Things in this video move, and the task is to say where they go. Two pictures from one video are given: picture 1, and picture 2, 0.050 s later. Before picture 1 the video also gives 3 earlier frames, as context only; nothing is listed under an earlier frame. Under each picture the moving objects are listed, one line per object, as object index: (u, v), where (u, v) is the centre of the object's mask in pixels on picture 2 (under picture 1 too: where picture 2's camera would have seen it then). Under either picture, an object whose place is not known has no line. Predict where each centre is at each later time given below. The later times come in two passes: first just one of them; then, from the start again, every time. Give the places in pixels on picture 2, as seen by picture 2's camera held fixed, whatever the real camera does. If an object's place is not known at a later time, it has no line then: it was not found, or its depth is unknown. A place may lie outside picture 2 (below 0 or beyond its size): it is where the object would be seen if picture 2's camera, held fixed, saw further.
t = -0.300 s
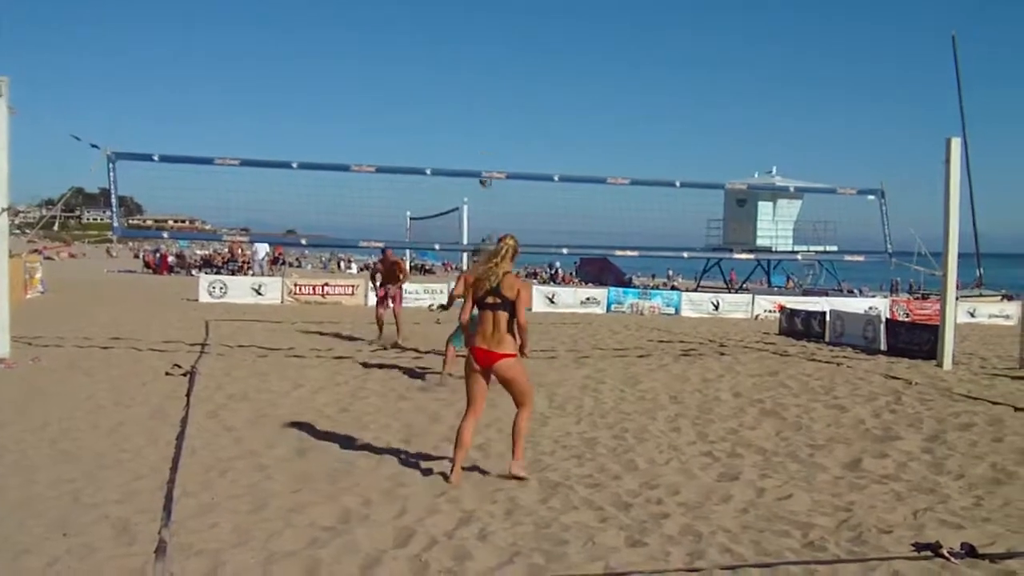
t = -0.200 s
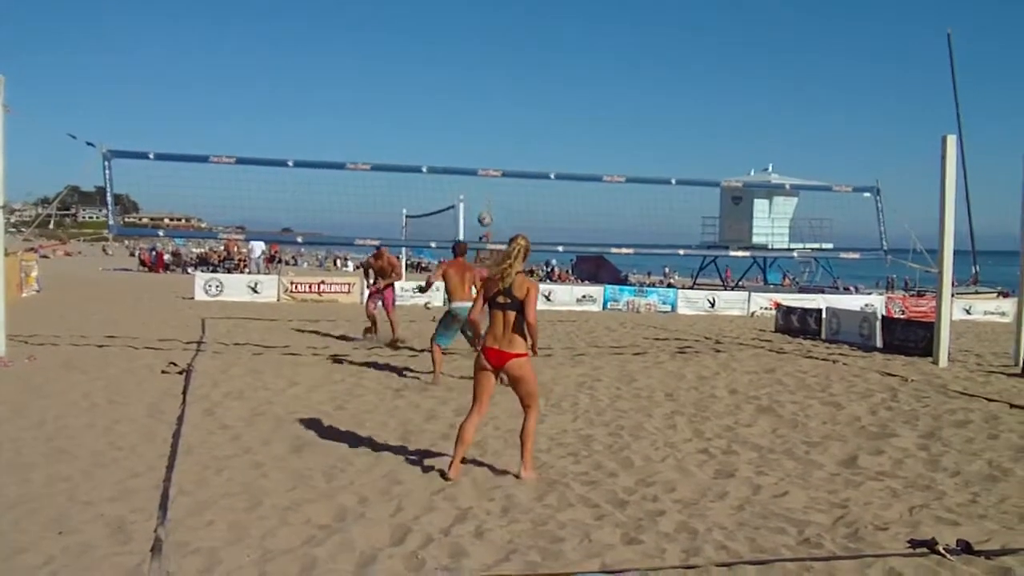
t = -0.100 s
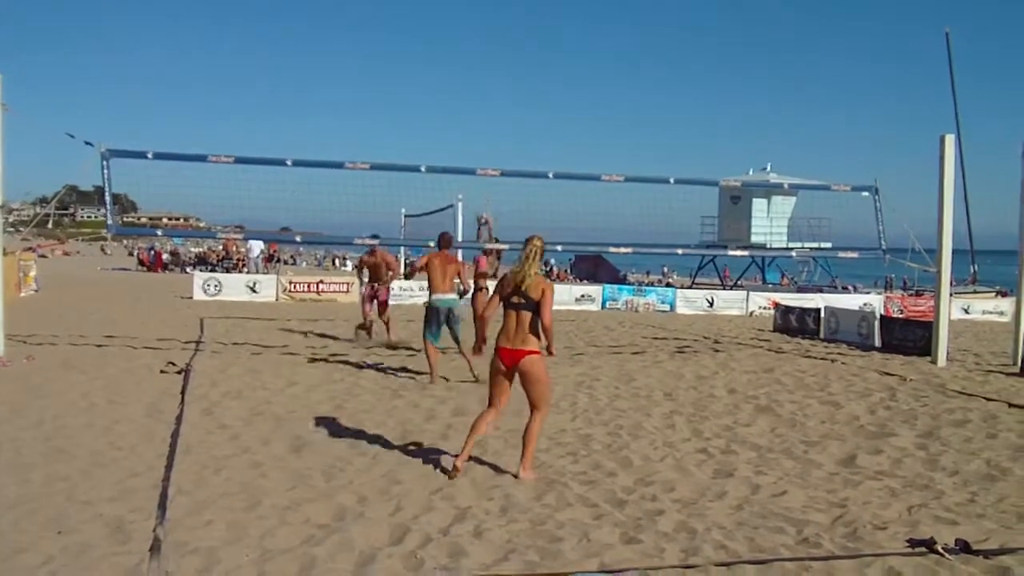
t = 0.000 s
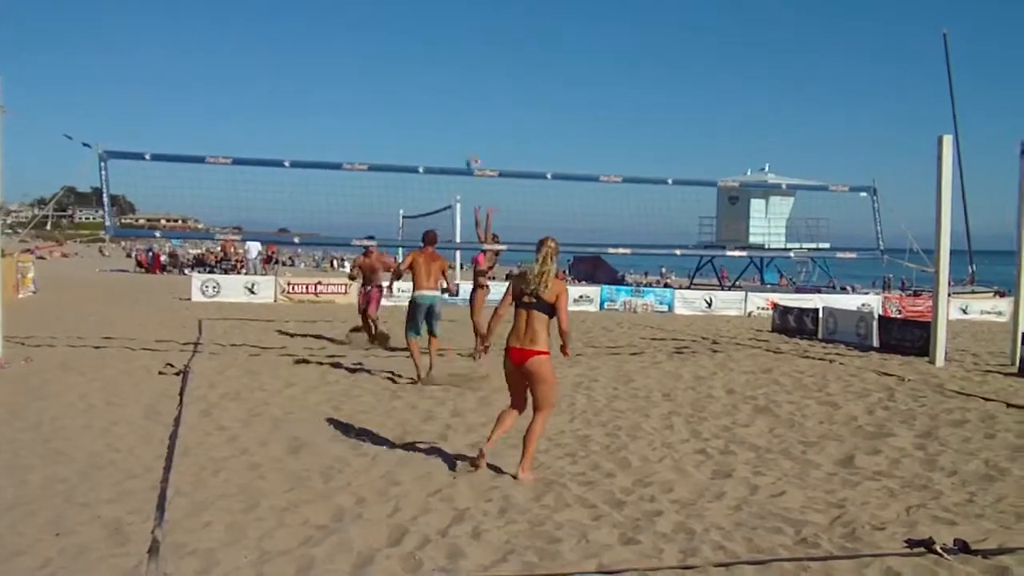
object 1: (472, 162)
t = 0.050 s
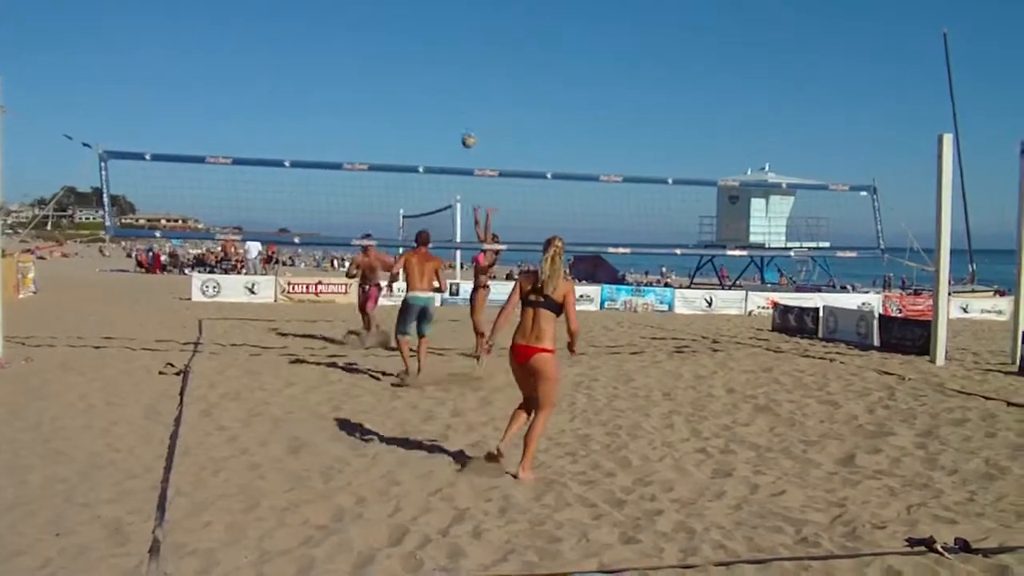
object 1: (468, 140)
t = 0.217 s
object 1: (453, 72)
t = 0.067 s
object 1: (467, 132)
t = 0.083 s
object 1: (466, 125)
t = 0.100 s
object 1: (464, 117)
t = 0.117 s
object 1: (463, 110)
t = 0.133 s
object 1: (462, 103)
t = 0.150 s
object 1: (460, 96)
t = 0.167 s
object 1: (458, 91)
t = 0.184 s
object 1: (456, 84)
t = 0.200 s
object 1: (455, 78)
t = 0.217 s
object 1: (453, 72)
